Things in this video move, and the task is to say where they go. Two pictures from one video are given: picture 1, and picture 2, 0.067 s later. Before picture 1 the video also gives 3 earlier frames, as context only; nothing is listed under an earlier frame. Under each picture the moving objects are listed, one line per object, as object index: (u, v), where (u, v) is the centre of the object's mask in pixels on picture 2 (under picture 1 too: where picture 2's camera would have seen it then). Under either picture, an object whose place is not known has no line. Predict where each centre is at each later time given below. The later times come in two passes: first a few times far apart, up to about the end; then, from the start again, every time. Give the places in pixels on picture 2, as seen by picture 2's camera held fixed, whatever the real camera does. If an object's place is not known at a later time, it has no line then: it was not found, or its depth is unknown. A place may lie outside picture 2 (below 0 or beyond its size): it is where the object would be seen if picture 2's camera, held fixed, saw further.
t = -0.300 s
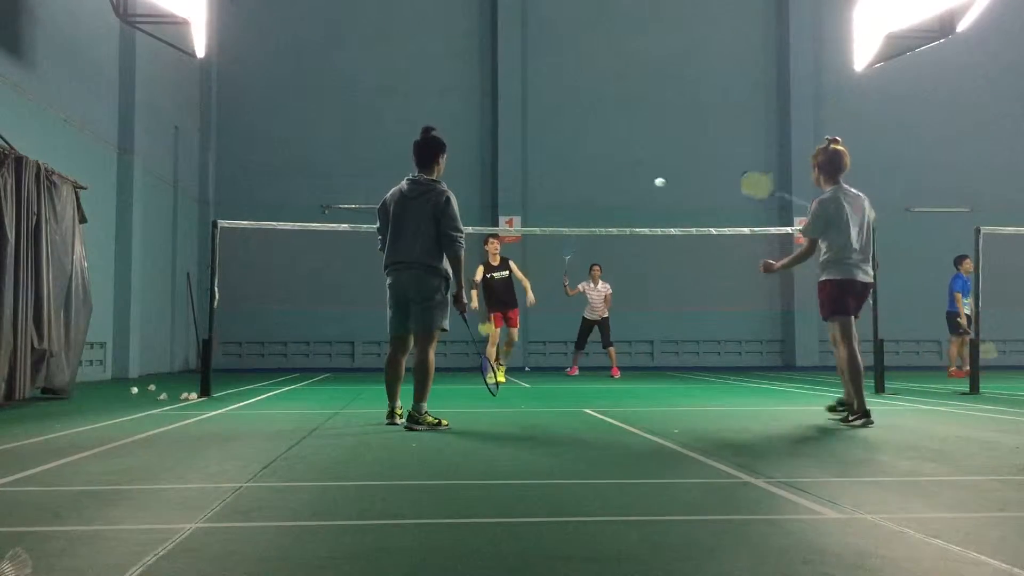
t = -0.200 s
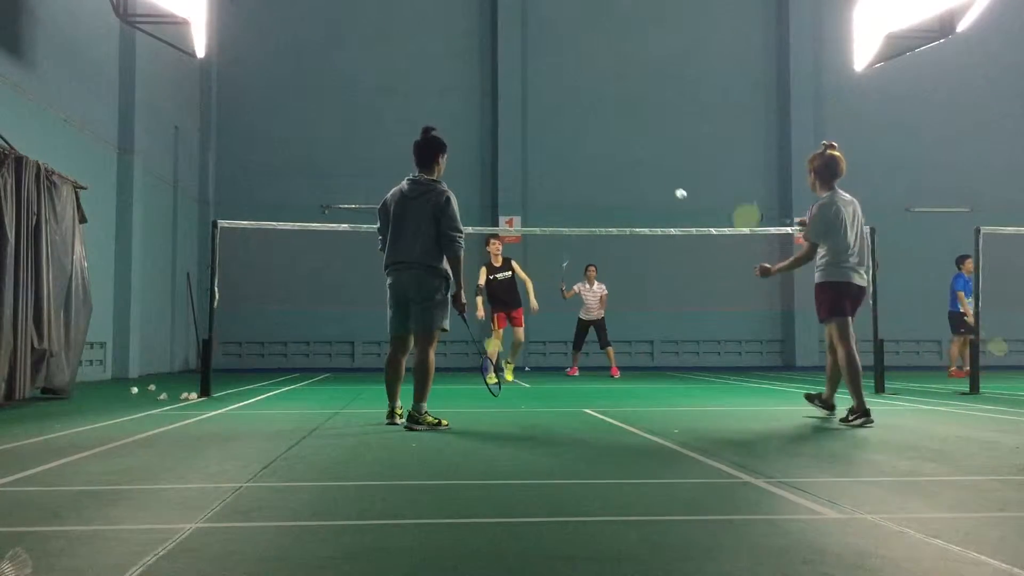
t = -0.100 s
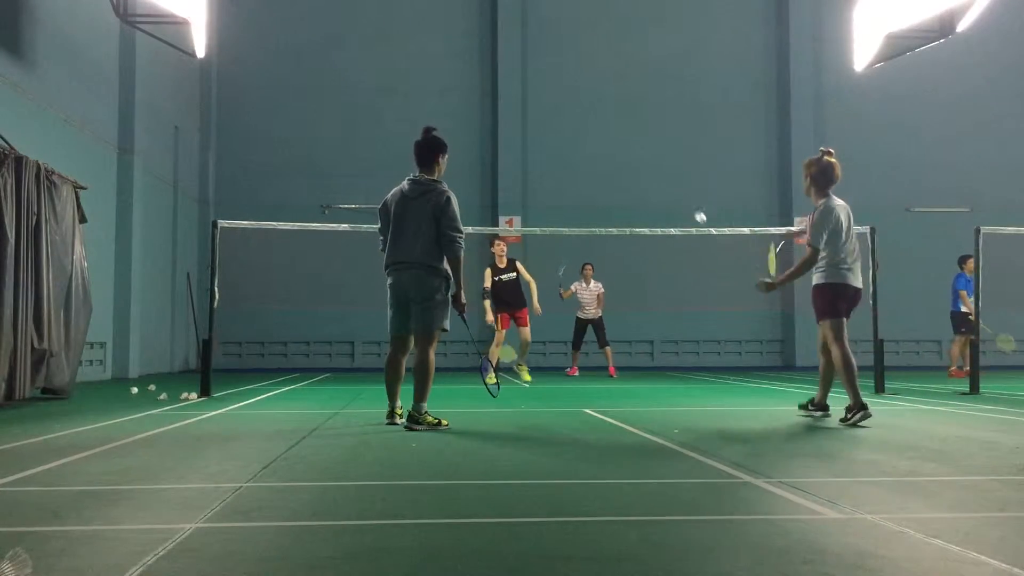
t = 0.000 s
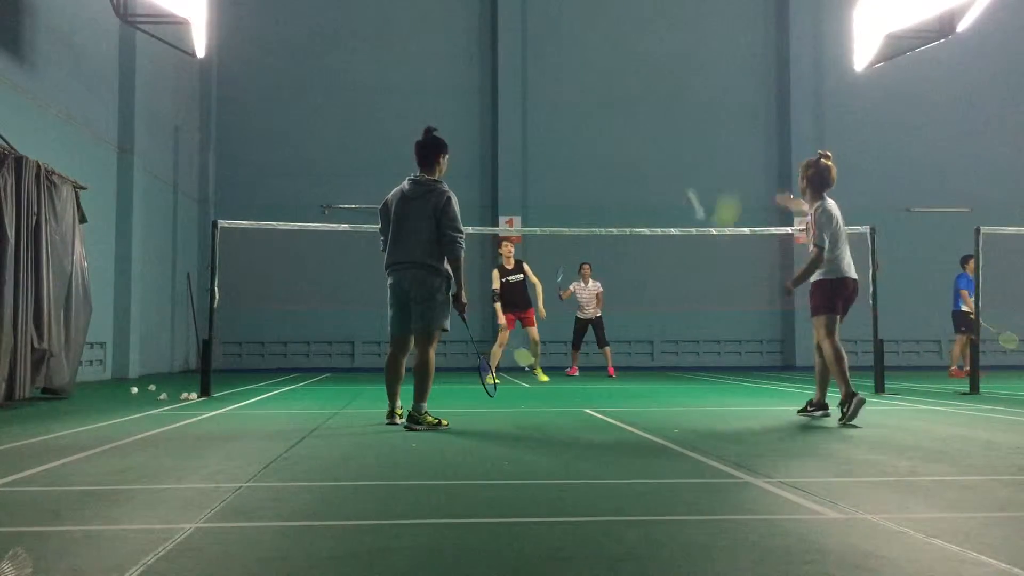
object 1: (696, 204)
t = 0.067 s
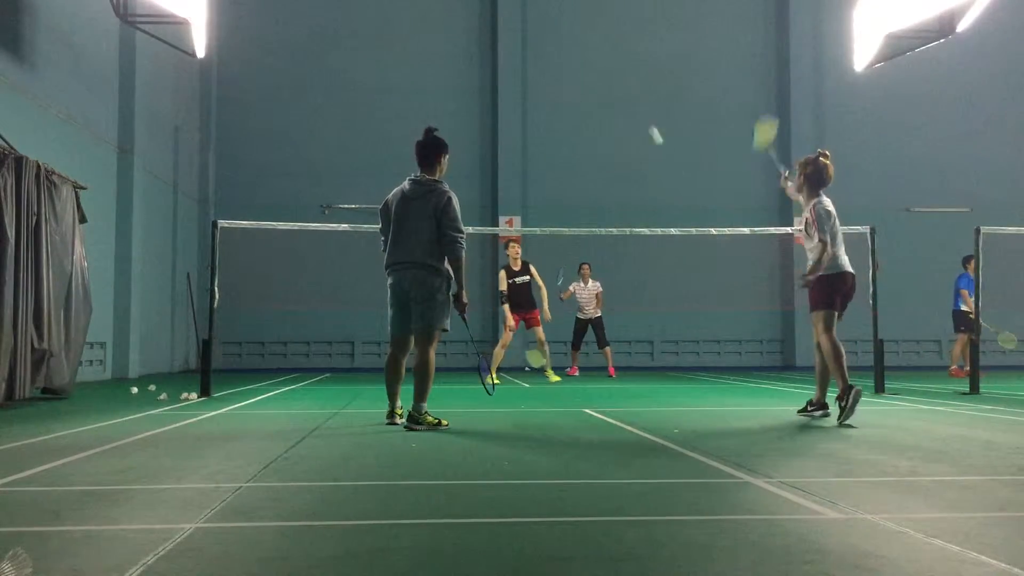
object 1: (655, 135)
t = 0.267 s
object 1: (605, 62)
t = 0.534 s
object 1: (576, 58)
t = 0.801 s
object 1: (562, 99)
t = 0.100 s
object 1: (643, 115)
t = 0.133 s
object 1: (632, 98)
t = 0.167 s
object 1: (623, 85)
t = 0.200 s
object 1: (617, 75)
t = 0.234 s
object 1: (610, 68)
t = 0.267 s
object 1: (605, 62)
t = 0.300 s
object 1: (599, 58)
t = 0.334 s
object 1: (595, 56)
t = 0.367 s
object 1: (591, 54)
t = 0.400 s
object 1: (587, 53)
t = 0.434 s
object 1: (583, 53)
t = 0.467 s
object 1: (580, 54)
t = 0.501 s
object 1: (578, 56)
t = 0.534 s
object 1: (576, 58)
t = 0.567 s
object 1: (573, 61)
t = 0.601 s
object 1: (571, 65)
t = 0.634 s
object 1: (569, 69)
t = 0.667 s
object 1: (567, 74)
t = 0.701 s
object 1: (566, 80)
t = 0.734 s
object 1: (565, 86)
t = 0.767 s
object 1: (563, 93)
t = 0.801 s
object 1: (562, 99)
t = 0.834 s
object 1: (561, 107)
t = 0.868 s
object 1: (560, 115)
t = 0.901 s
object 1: (559, 123)
